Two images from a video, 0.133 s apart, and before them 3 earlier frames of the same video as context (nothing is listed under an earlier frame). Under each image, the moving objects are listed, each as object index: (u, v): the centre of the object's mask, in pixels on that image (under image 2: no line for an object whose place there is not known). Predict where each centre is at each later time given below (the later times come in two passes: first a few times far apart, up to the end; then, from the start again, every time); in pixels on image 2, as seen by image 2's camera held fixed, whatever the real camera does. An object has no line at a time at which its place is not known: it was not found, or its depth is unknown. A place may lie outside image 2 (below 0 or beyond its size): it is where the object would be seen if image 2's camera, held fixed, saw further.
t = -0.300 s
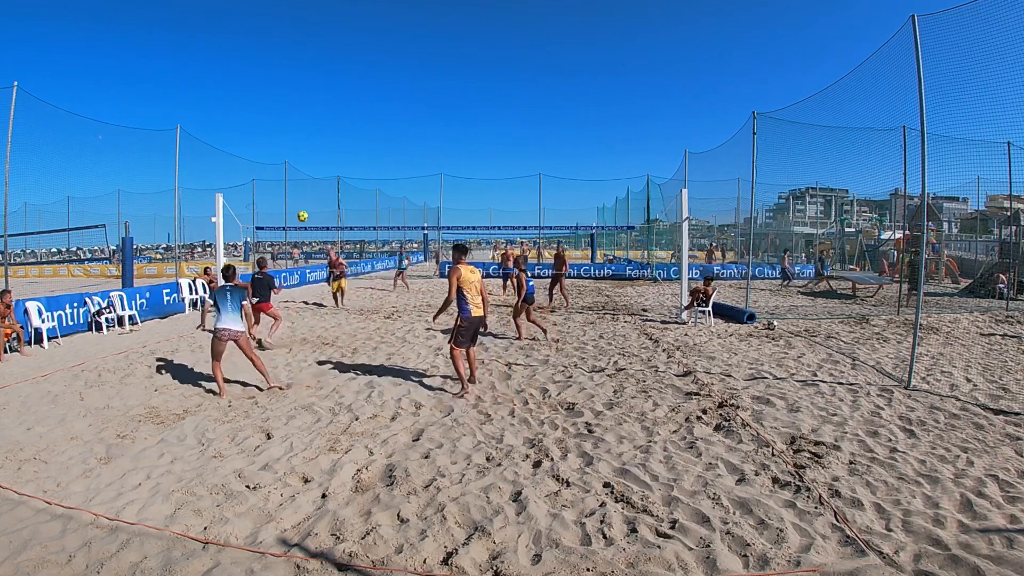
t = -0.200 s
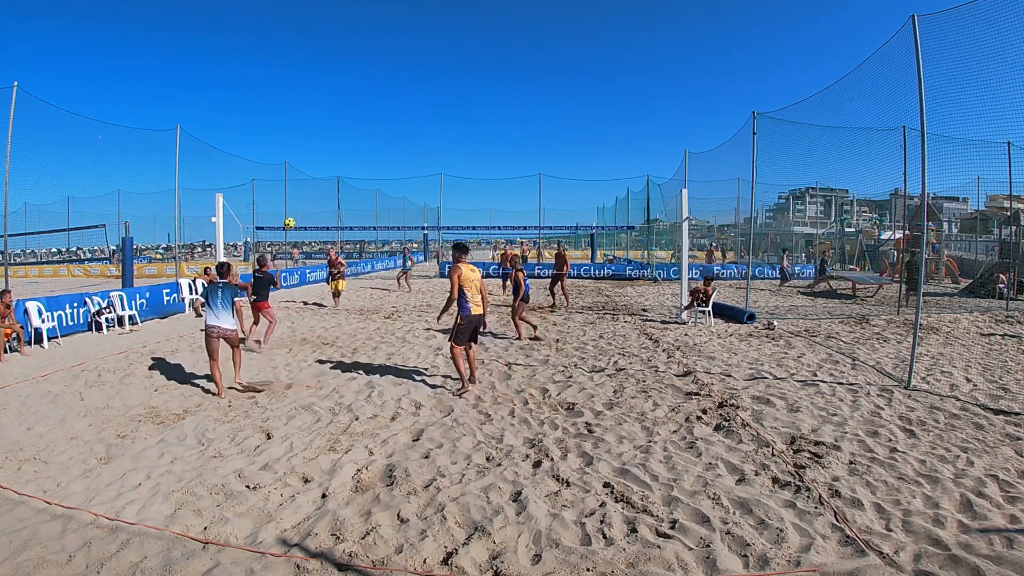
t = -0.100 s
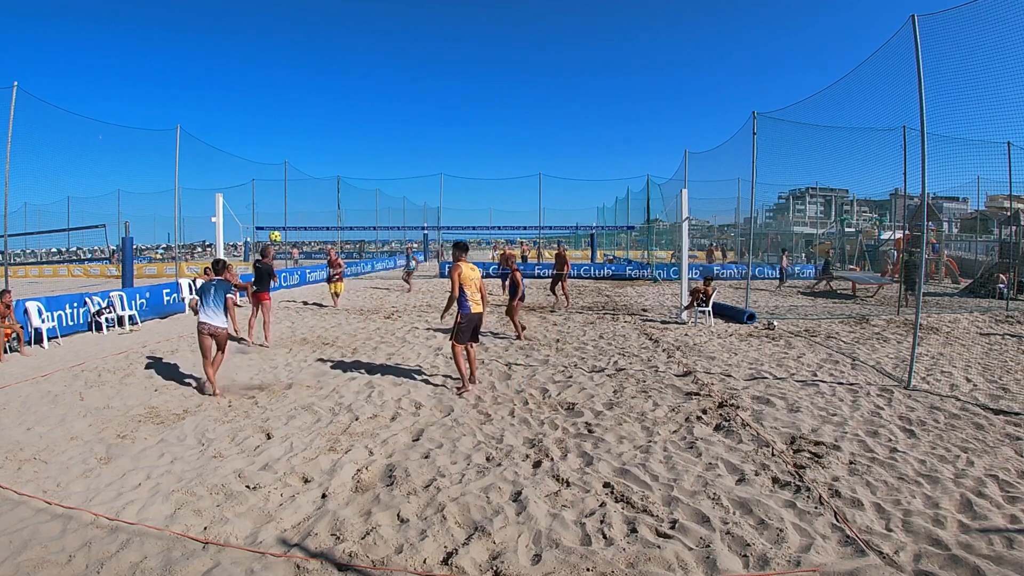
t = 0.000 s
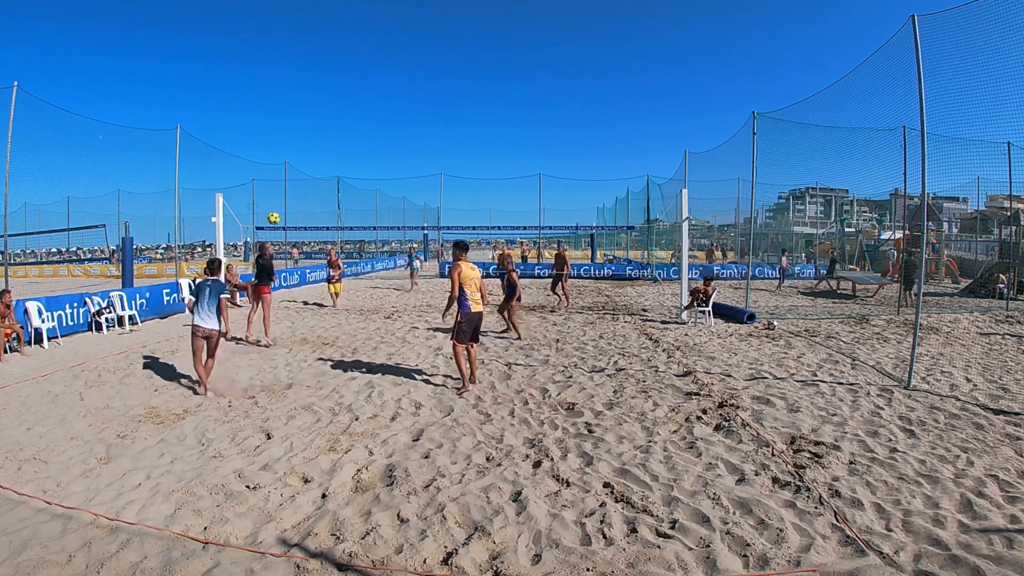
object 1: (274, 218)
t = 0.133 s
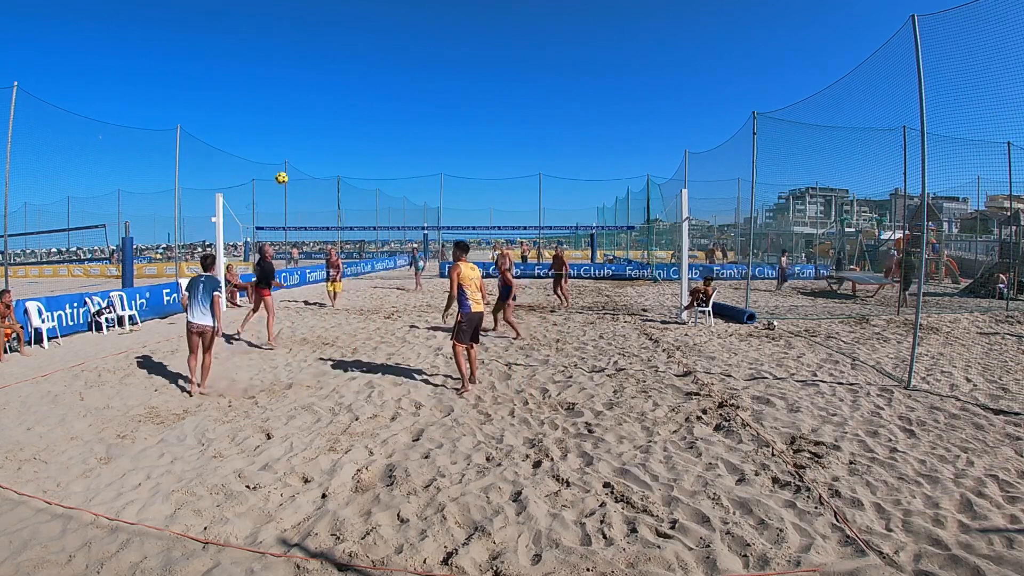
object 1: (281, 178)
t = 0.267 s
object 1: (290, 147)
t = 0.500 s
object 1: (307, 117)
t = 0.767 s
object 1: (326, 120)
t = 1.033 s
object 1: (346, 166)
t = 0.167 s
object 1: (284, 169)
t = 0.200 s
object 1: (286, 161)
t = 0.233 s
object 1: (288, 154)
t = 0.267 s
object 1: (290, 147)
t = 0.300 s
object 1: (292, 141)
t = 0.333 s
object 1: (295, 135)
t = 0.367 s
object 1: (297, 130)
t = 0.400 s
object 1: (300, 126)
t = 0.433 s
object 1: (302, 122)
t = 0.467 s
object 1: (305, 119)
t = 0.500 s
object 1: (307, 117)
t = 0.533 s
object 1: (309, 115)
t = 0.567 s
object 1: (312, 113)
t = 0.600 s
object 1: (314, 113)
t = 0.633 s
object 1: (317, 113)
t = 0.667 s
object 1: (319, 114)
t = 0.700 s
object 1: (321, 115)
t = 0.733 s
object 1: (323, 117)
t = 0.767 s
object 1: (326, 120)
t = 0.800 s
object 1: (328, 123)
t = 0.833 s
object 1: (331, 127)
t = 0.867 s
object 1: (333, 132)
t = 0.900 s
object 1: (336, 137)
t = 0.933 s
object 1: (338, 143)
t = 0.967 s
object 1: (341, 150)
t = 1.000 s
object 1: (343, 158)
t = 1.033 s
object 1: (346, 166)
